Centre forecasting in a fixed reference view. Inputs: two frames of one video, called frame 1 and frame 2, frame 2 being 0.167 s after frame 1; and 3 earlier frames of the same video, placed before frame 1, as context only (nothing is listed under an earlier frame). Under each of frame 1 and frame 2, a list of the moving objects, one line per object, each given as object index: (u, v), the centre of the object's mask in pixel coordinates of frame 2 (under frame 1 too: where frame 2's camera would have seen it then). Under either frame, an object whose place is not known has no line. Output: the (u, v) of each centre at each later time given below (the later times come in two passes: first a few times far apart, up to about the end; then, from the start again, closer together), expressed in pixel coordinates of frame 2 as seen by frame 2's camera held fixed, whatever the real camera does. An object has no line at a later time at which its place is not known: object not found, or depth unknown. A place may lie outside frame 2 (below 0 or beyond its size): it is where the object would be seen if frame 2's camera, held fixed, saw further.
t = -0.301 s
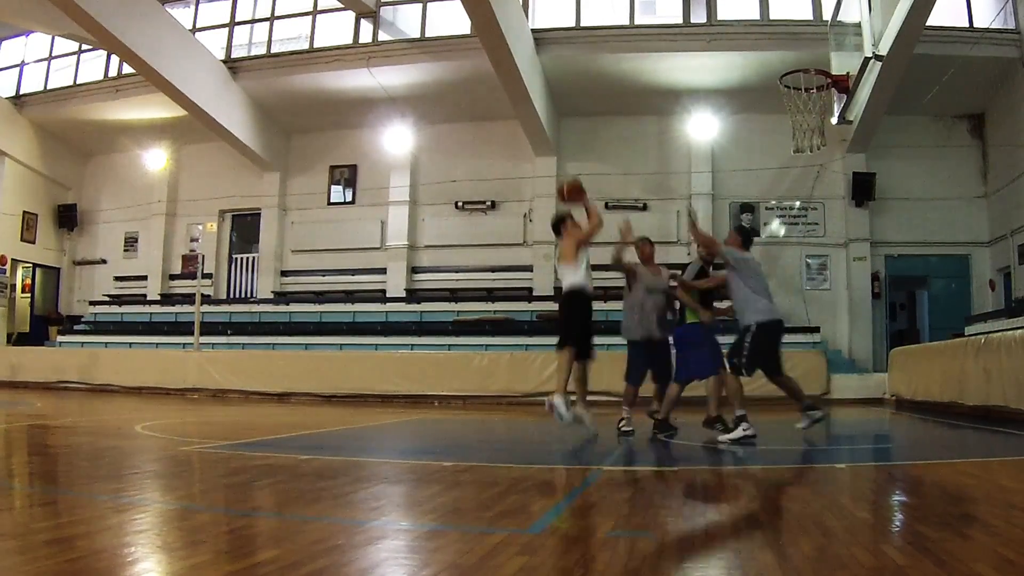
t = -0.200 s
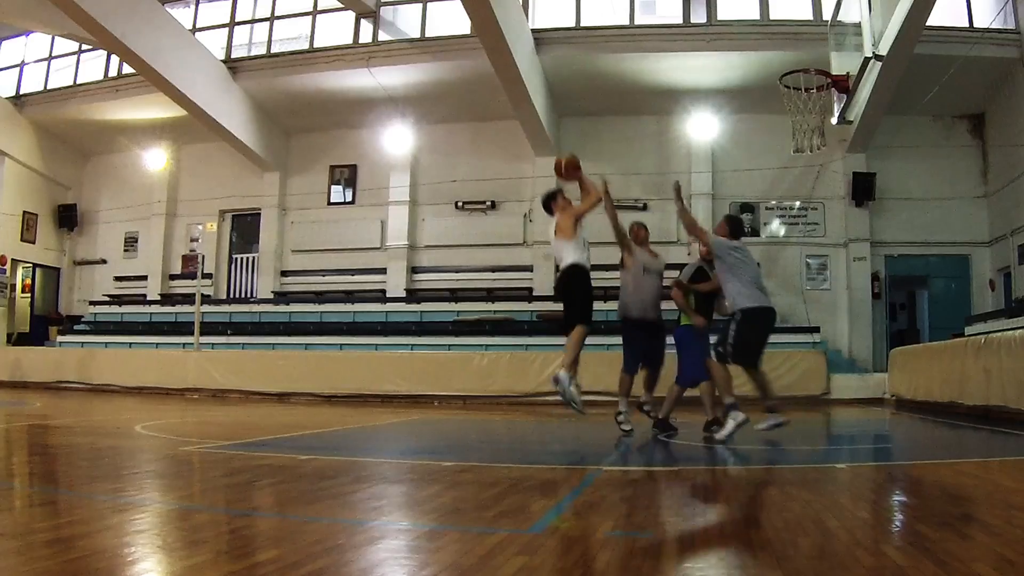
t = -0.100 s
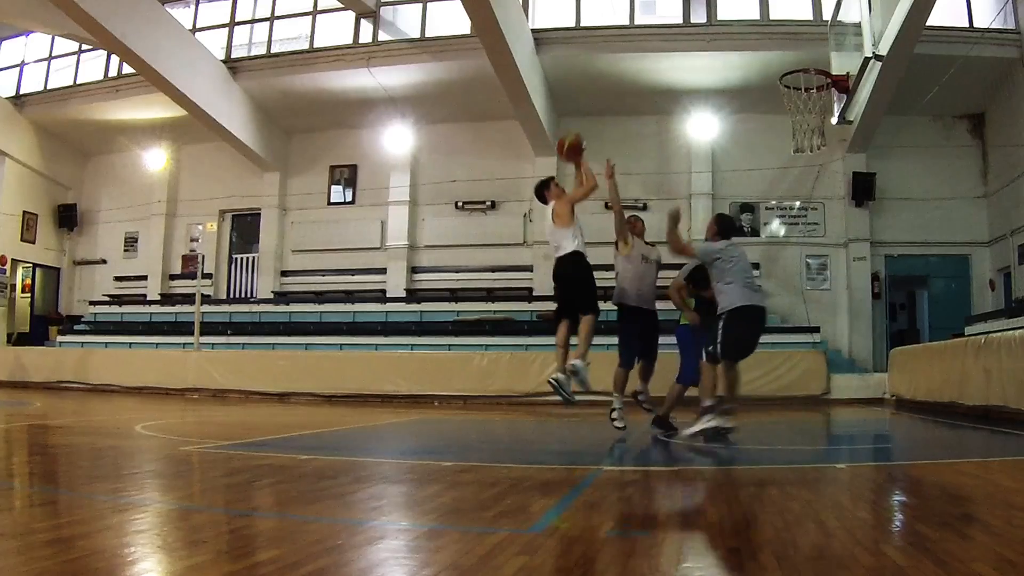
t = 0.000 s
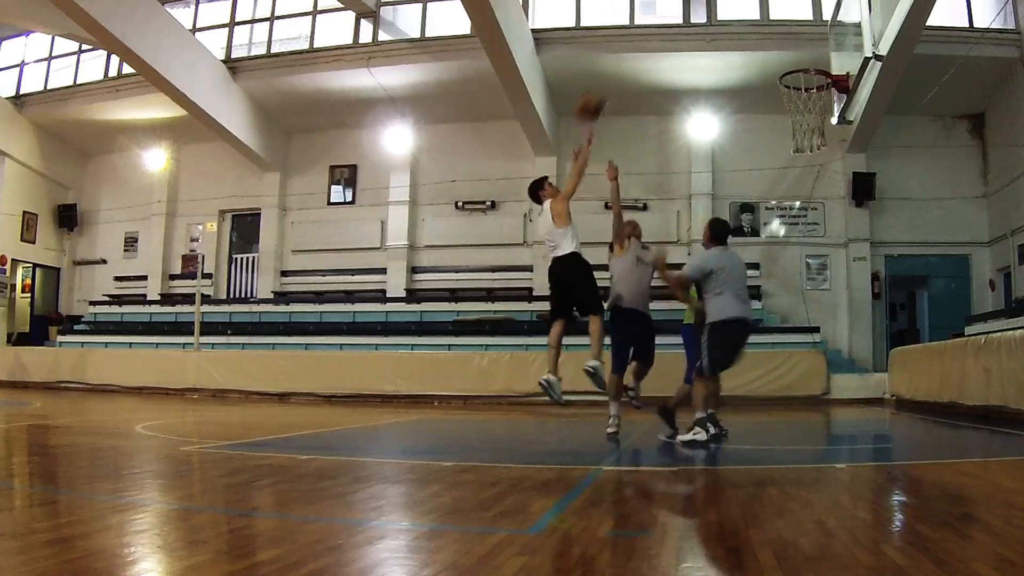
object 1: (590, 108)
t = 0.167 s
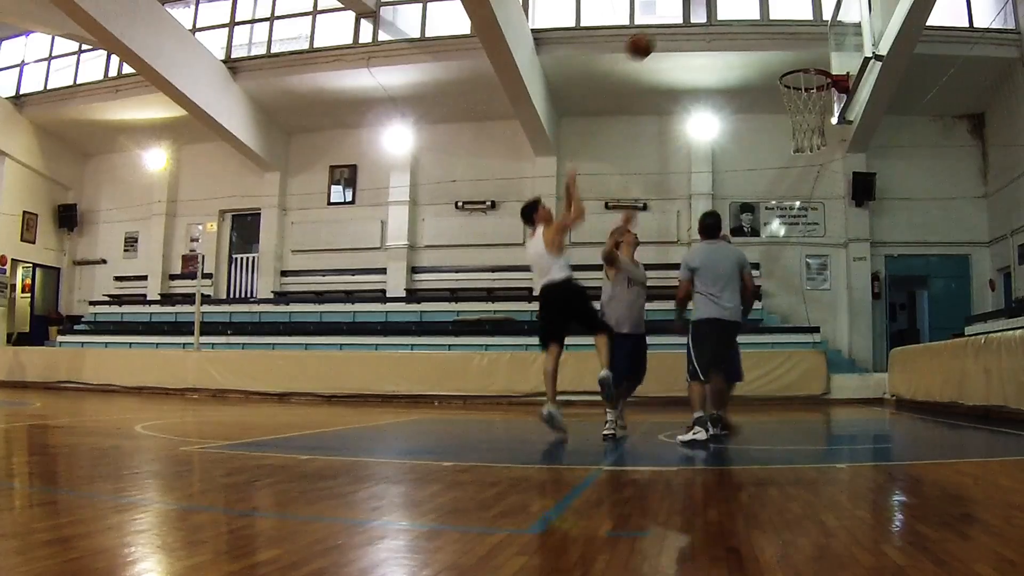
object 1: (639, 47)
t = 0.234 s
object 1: (659, 32)
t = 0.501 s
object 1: (736, 14)
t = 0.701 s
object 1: (795, 48)
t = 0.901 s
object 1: (799, 90)
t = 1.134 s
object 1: (830, 141)
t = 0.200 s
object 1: (650, 39)
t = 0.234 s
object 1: (659, 32)
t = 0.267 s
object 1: (669, 26)
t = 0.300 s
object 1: (679, 21)
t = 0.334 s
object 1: (688, 17)
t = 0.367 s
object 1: (697, 14)
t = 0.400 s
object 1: (707, 11)
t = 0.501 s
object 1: (736, 14)
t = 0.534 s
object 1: (747, 18)
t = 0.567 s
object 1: (757, 22)
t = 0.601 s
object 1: (766, 27)
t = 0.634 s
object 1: (776, 33)
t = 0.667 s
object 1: (786, 40)
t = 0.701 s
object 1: (795, 48)
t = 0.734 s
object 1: (807, 58)
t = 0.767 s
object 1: (816, 69)
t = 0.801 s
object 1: (814, 80)
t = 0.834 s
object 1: (803, 83)
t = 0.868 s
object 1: (796, 87)
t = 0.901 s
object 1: (799, 90)
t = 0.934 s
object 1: (805, 98)
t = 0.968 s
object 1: (811, 103)
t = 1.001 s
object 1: (815, 113)
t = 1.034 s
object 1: (819, 120)
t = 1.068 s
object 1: (823, 126)
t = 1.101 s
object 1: (826, 133)
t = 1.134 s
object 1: (830, 141)
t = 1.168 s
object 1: (833, 152)
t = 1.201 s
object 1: (837, 164)
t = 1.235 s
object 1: (841, 178)
